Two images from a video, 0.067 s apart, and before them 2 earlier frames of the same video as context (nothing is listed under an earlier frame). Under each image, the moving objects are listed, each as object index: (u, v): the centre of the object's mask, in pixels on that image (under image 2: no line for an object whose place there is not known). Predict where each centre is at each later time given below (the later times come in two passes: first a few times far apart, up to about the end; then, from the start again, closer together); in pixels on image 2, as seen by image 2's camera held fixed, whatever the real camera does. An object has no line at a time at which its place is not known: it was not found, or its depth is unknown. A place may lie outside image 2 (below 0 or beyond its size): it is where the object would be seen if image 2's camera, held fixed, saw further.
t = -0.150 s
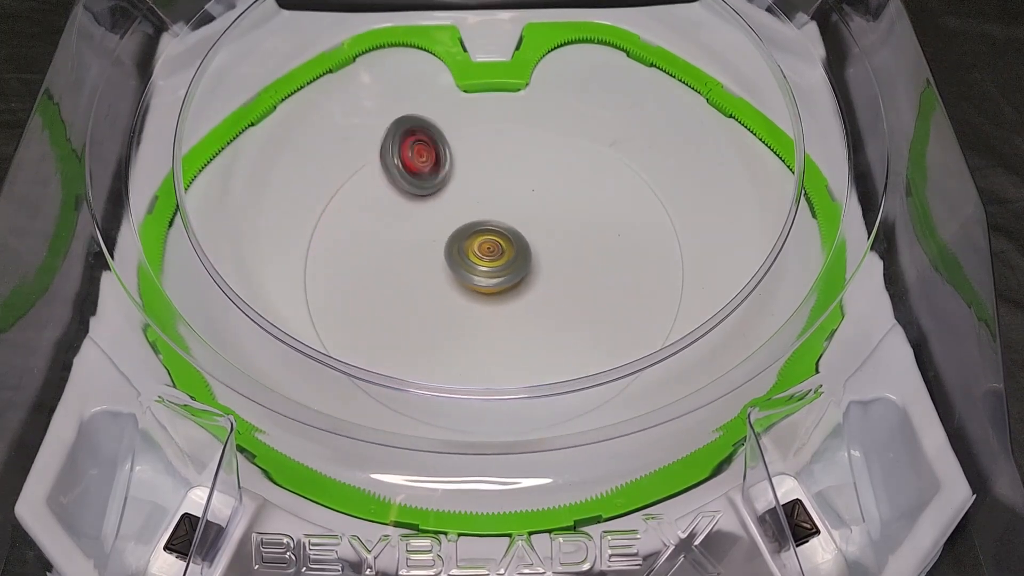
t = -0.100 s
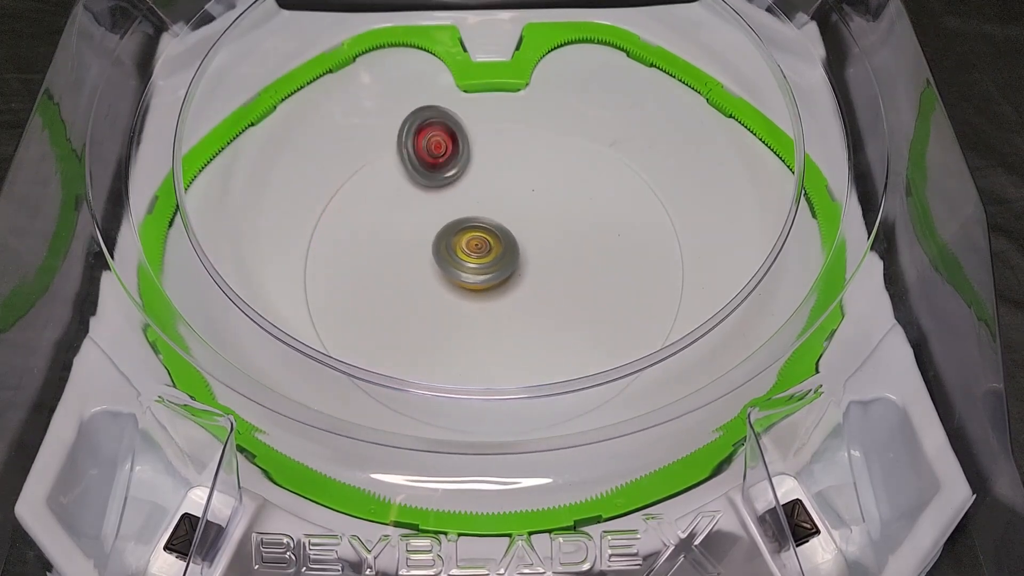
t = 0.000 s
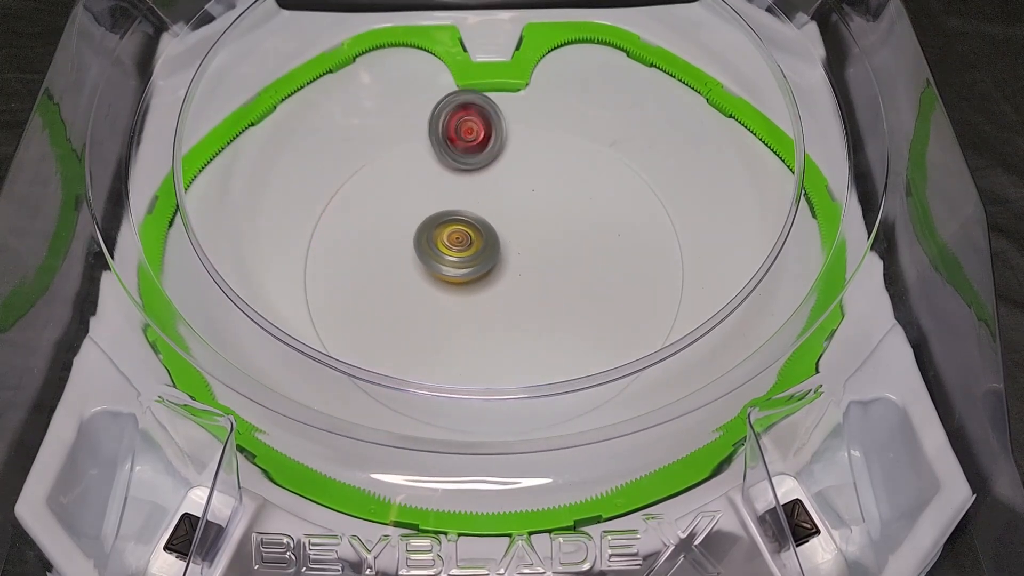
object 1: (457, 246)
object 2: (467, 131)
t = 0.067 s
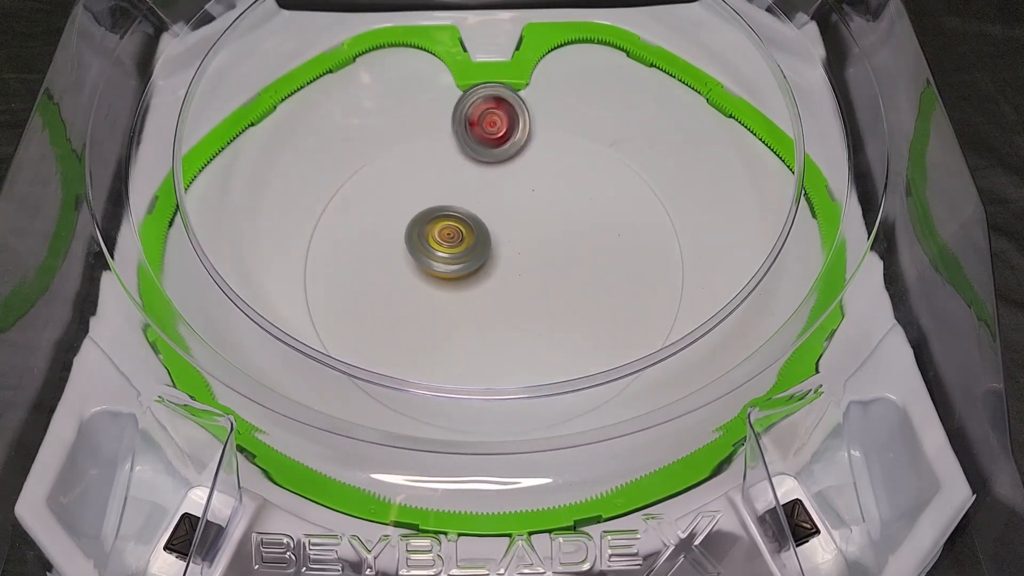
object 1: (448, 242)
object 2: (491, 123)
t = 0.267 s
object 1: (436, 230)
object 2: (572, 126)
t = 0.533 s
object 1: (445, 210)
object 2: (656, 203)
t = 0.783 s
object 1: (461, 201)
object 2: (582, 318)
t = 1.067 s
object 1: (485, 209)
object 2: (441, 327)
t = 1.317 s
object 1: (488, 212)
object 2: (376, 248)
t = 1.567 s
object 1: (501, 233)
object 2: (408, 168)
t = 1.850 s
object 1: (508, 249)
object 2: (513, 145)
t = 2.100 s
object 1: (487, 254)
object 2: (574, 205)
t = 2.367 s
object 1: (466, 255)
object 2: (547, 306)
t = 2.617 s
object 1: (457, 240)
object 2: (432, 335)
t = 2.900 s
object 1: (448, 213)
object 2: (359, 258)
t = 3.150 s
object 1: (455, 209)
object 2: (407, 170)
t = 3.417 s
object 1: (478, 211)
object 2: (533, 153)
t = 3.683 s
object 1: (499, 216)
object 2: (594, 218)
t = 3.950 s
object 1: (515, 227)
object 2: (545, 329)
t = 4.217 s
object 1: (508, 235)
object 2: (399, 339)
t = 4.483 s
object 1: (493, 246)
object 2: (345, 229)
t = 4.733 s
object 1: (475, 250)
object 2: (432, 149)
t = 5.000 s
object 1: (455, 245)
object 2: (586, 139)
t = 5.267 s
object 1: (449, 228)
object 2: (703, 243)
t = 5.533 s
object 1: (460, 219)
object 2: (645, 378)
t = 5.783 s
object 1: (480, 212)
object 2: (474, 369)
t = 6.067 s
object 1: (500, 212)
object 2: (417, 230)
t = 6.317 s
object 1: (512, 222)
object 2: (486, 114)
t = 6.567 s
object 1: (512, 237)
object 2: (580, 127)
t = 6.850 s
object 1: (497, 249)
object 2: (642, 185)
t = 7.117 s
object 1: (474, 254)
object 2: (576, 271)
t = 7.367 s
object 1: (368, 169)
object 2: (472, 367)
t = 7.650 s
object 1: (374, 179)
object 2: (355, 335)
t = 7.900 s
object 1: (486, 164)
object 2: (358, 198)
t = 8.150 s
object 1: (594, 127)
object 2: (405, 90)
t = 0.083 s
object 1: (446, 240)
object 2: (497, 122)
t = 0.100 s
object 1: (445, 239)
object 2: (504, 121)
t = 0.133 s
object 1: (442, 237)
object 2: (517, 119)
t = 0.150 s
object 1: (441, 236)
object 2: (524, 120)
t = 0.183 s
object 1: (439, 234)
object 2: (537, 121)
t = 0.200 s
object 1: (438, 233)
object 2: (544, 121)
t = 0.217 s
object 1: (438, 232)
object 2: (551, 123)
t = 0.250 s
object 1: (437, 230)
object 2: (565, 125)
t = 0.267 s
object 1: (436, 230)
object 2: (572, 126)
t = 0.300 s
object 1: (436, 227)
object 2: (585, 130)
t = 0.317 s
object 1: (436, 226)
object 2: (592, 133)
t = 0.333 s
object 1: (437, 225)
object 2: (598, 135)
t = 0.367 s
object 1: (438, 223)
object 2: (612, 141)
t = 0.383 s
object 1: (439, 222)
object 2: (618, 146)
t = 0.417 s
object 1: (440, 219)
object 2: (630, 156)
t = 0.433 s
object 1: (440, 218)
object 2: (635, 161)
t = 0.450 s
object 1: (441, 216)
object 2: (640, 167)
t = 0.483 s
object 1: (442, 214)
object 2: (648, 181)
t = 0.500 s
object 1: (443, 212)
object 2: (651, 187)
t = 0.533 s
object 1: (445, 210)
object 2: (656, 203)
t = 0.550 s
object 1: (446, 209)
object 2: (658, 211)
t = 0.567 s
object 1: (447, 208)
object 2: (659, 218)
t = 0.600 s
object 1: (449, 206)
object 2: (657, 236)
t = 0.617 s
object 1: (450, 205)
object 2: (653, 246)
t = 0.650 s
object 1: (452, 204)
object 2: (642, 263)
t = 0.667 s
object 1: (453, 203)
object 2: (636, 270)
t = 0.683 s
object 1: (454, 202)
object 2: (629, 279)
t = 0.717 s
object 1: (456, 201)
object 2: (615, 294)
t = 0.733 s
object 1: (457, 201)
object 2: (607, 300)
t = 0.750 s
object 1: (458, 201)
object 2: (599, 307)
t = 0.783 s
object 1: (461, 201)
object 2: (582, 318)
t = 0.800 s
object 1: (462, 201)
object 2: (574, 321)
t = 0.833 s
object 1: (465, 201)
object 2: (558, 328)
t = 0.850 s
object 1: (466, 202)
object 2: (549, 332)
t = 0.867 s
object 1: (467, 203)
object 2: (541, 334)
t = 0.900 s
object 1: (470, 204)
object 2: (525, 338)
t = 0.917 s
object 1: (472, 204)
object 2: (516, 339)
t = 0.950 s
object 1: (475, 206)
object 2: (499, 340)
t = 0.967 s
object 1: (476, 207)
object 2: (491, 339)
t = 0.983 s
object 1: (478, 207)
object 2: (482, 338)
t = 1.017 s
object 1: (481, 209)
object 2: (465, 335)
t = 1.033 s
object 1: (483, 209)
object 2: (457, 333)
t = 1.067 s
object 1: (485, 209)
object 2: (441, 327)
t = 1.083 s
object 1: (486, 210)
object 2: (433, 324)
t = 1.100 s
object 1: (486, 210)
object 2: (426, 320)
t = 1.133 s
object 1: (487, 210)
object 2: (413, 310)
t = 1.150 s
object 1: (488, 210)
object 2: (407, 306)
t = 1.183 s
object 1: (488, 210)
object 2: (397, 295)
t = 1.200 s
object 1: (488, 210)
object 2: (393, 290)
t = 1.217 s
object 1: (488, 210)
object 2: (389, 284)
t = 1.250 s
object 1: (488, 210)
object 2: (383, 272)
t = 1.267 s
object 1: (488, 211)
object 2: (381, 266)
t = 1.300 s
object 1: (488, 212)
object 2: (377, 254)
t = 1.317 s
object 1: (488, 212)
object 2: (376, 248)
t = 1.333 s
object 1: (488, 213)
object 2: (375, 242)
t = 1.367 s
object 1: (489, 216)
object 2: (375, 230)
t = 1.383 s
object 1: (490, 217)
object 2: (376, 224)
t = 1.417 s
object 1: (491, 219)
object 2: (378, 213)
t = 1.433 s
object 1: (492, 221)
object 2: (381, 206)
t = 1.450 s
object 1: (493, 223)
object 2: (383, 201)
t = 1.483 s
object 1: (495, 226)
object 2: (388, 191)
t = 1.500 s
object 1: (496, 227)
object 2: (391, 185)
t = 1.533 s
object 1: (499, 231)
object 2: (399, 176)
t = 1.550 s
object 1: (500, 232)
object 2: (404, 172)
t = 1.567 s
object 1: (501, 233)
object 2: (408, 168)
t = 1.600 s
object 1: (504, 236)
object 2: (418, 160)
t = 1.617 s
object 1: (506, 237)
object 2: (424, 157)
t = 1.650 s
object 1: (508, 239)
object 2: (436, 151)
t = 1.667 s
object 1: (509, 240)
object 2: (442, 149)
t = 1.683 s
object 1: (510, 241)
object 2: (449, 147)
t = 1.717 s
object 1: (511, 243)
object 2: (461, 144)
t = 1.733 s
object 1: (511, 244)
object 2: (468, 143)
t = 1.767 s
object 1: (511, 245)
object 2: (481, 142)
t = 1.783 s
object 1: (510, 246)
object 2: (488, 142)
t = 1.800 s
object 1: (510, 247)
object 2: (494, 142)
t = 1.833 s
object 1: (509, 249)
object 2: (507, 144)
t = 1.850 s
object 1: (508, 249)
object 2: (513, 145)
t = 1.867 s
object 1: (507, 250)
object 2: (519, 147)
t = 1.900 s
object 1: (505, 250)
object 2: (530, 152)
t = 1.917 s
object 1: (504, 251)
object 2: (536, 154)
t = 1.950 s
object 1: (502, 251)
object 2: (545, 160)
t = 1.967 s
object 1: (500, 252)
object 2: (549, 165)
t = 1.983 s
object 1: (499, 252)
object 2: (554, 169)
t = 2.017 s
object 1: (496, 252)
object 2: (561, 178)
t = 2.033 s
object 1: (494, 253)
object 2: (564, 183)
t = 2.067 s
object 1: (490, 253)
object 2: (570, 193)
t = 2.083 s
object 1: (489, 253)
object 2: (572, 198)
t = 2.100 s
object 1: (487, 254)
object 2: (574, 205)
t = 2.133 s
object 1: (483, 254)
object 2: (578, 217)
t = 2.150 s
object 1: (482, 255)
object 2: (579, 223)
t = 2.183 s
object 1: (479, 255)
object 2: (580, 236)
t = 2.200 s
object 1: (477, 255)
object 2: (580, 243)
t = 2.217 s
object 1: (476, 255)
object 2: (579, 250)
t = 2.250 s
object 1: (473, 256)
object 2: (576, 264)
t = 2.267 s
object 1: (472, 256)
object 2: (573, 271)
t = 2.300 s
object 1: (469, 256)
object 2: (566, 284)
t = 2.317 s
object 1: (469, 256)
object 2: (562, 290)
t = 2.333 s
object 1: (468, 256)
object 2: (558, 296)
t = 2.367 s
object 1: (466, 255)
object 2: (547, 306)
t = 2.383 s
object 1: (465, 255)
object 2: (541, 312)
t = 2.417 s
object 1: (464, 254)
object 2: (527, 321)
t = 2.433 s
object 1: (463, 253)
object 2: (520, 324)
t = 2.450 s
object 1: (463, 252)
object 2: (512, 328)
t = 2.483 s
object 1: (461, 250)
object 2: (496, 333)
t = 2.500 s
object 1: (461, 249)
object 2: (489, 334)
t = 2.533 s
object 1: (460, 247)
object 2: (472, 337)
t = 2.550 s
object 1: (459, 246)
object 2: (463, 338)
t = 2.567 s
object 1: (459, 244)
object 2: (455, 337)
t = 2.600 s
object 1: (457, 241)
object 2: (439, 336)
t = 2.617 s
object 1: (457, 240)
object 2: (432, 335)
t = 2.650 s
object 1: (456, 237)
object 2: (418, 331)
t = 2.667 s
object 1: (456, 235)
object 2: (410, 327)
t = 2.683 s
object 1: (455, 234)
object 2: (404, 325)
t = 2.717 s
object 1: (454, 230)
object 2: (393, 317)
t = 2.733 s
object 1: (453, 228)
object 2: (386, 313)
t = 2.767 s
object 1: (452, 225)
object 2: (376, 304)
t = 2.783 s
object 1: (452, 223)
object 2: (373, 298)
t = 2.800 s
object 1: (451, 221)
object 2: (369, 293)
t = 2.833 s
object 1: (450, 218)
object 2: (364, 283)
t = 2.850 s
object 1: (449, 216)
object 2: (362, 276)
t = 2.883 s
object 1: (448, 214)
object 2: (360, 264)
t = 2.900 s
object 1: (448, 213)
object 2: (359, 258)
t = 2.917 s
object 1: (447, 212)
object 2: (360, 252)
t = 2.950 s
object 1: (447, 211)
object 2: (362, 240)
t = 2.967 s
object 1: (447, 210)
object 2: (363, 233)
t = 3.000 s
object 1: (447, 210)
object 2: (368, 221)
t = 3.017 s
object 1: (448, 209)
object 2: (372, 216)
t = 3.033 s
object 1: (448, 209)
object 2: (375, 210)
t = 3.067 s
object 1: (450, 209)
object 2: (382, 199)
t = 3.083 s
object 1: (451, 209)
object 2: (385, 193)
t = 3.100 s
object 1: (451, 209)
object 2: (390, 188)
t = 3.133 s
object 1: (454, 209)
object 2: (401, 176)
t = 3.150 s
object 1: (455, 209)
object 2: (407, 170)
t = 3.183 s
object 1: (458, 209)
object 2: (422, 161)
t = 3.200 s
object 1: (459, 209)
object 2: (430, 156)
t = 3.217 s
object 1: (460, 210)
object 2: (439, 152)
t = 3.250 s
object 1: (463, 210)
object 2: (456, 147)
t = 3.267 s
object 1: (465, 210)
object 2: (465, 147)
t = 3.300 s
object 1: (468, 210)
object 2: (481, 147)
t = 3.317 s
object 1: (469, 210)
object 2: (488, 146)
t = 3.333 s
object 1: (471, 210)
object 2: (496, 147)
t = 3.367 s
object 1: (474, 210)
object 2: (512, 148)
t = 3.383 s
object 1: (475, 211)
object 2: (519, 149)
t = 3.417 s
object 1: (478, 211)
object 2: (533, 153)
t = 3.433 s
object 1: (480, 211)
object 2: (540, 154)
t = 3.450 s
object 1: (481, 211)
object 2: (546, 157)
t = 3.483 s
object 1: (484, 212)
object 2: (557, 162)
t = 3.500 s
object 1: (485, 212)
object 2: (562, 165)
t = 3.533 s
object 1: (488, 212)
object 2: (571, 172)
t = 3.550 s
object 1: (490, 213)
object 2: (575, 177)
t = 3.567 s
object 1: (491, 213)
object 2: (579, 181)
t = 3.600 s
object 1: (493, 213)
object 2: (585, 190)
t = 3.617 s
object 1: (494, 214)
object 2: (587, 195)
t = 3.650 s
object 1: (497, 215)
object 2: (591, 206)
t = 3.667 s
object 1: (498, 215)
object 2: (594, 213)
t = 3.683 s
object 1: (499, 216)
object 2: (594, 218)
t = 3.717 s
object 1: (501, 218)
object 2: (596, 232)
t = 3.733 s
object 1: (502, 218)
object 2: (596, 240)
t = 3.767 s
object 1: (505, 220)
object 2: (595, 254)
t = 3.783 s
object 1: (506, 221)
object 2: (593, 261)
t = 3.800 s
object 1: (507, 221)
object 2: (591, 269)
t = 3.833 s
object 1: (509, 223)
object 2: (585, 284)
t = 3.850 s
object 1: (510, 224)
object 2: (581, 292)
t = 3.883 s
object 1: (512, 225)
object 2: (571, 306)
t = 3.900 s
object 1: (513, 226)
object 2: (565, 311)
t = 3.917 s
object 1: (514, 226)
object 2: (559, 319)
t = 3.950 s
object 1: (515, 227)
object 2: (545, 329)
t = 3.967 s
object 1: (516, 227)
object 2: (536, 334)
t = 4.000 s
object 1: (516, 228)
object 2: (519, 343)
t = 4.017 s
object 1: (516, 229)
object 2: (510, 346)
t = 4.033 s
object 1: (516, 229)
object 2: (500, 349)
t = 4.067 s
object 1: (515, 230)
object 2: (481, 352)
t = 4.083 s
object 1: (515, 230)
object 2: (471, 352)
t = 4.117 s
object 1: (514, 231)
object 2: (452, 352)
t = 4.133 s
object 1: (513, 232)
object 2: (442, 351)
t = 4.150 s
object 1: (512, 232)
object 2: (432, 349)
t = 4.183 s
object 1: (510, 234)
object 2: (414, 345)
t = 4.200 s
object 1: (509, 234)
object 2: (407, 342)
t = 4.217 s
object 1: (508, 235)
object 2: (399, 339)
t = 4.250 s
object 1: (505, 236)
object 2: (385, 331)
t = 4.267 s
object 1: (504, 237)
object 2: (379, 324)
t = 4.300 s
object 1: (503, 239)
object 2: (367, 311)
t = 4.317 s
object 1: (502, 239)
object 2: (361, 305)
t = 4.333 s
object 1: (501, 240)
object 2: (355, 298)
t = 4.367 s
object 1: (500, 242)
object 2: (347, 283)
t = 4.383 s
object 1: (499, 242)
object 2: (344, 274)
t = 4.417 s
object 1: (497, 244)
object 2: (340, 259)
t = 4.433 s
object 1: (496, 244)
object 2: (338, 251)
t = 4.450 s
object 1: (495, 245)
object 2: (340, 244)
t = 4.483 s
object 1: (493, 246)
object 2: (345, 229)
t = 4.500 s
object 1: (492, 246)
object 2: (347, 221)
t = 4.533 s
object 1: (490, 247)
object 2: (354, 208)
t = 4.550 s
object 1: (488, 247)
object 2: (357, 201)
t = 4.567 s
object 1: (487, 248)
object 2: (362, 194)
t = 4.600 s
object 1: (485, 249)
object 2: (372, 182)
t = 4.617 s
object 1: (484, 249)
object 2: (378, 175)
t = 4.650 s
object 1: (482, 250)
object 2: (391, 165)
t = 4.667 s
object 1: (481, 250)
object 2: (398, 160)
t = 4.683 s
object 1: (480, 250)
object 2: (407, 157)
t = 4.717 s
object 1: (477, 250)
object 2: (423, 152)
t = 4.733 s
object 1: (475, 250)
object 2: (432, 149)
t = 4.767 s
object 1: (472, 250)
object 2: (450, 144)
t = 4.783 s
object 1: (471, 250)
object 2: (459, 142)
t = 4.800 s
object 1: (469, 250)
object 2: (468, 140)
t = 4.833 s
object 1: (467, 249)
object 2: (488, 137)
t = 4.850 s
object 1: (466, 249)
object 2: (498, 135)
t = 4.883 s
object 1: (463, 248)
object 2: (517, 133)
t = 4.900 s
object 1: (462, 248)
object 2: (527, 134)
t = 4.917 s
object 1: (461, 248)
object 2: (537, 133)
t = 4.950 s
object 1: (459, 247)
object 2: (557, 135)
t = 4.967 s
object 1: (458, 246)
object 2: (567, 136)
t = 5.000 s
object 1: (455, 245)
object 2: (586, 139)
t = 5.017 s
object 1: (454, 244)
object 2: (596, 142)
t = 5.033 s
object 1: (453, 244)
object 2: (605, 144)
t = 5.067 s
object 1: (451, 242)
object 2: (624, 152)
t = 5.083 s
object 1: (450, 241)
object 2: (633, 155)
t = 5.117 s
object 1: (449, 238)
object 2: (651, 167)
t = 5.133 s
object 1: (448, 237)
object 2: (659, 174)
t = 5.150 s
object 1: (448, 236)
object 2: (667, 181)
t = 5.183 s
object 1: (448, 233)
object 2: (680, 198)
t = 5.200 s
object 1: (448, 232)
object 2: (686, 206)
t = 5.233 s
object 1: (449, 230)
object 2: (696, 224)
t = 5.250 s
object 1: (449, 229)
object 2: (700, 234)
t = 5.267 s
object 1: (449, 228)
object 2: (703, 243)
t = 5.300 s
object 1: (450, 227)
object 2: (707, 263)
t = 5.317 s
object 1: (451, 226)
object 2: (707, 270)
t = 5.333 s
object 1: (451, 225)
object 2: (706, 280)
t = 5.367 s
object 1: (452, 224)
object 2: (705, 299)
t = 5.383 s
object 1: (453, 224)
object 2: (703, 309)
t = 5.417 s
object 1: (454, 222)
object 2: (697, 327)
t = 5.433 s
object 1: (455, 222)
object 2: (691, 335)
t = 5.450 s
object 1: (456, 221)
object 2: (685, 345)
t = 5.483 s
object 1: (458, 220)
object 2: (672, 359)
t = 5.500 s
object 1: (458, 220)
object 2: (664, 366)
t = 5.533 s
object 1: (460, 219)
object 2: (645, 378)
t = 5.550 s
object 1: (461, 219)
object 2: (636, 381)
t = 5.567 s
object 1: (462, 219)
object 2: (626, 386)
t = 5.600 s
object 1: (465, 218)
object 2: (603, 393)
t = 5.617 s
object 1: (466, 217)
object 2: (592, 396)
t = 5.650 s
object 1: (468, 216)
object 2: (569, 402)
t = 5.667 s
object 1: (469, 215)
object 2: (557, 402)
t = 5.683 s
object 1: (471, 215)
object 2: (544, 401)
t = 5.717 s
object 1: (474, 214)
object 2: (519, 399)
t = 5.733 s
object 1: (475, 213)
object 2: (506, 389)
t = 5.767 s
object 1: (479, 212)
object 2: (484, 384)
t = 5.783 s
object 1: (480, 212)
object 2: (474, 369)
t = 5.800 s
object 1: (482, 212)
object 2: (468, 365)
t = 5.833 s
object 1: (485, 211)
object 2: (455, 358)
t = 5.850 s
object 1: (486, 211)
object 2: (447, 353)
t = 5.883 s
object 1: (489, 210)
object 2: (435, 337)
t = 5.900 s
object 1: (490, 210)
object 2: (430, 328)
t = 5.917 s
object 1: (491, 210)
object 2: (425, 319)
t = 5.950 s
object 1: (493, 210)
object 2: (419, 300)
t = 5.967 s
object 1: (494, 211)
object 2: (416, 290)
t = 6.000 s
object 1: (496, 211)
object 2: (414, 271)
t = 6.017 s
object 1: (497, 211)
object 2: (413, 260)
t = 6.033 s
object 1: (498, 211)
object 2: (414, 250)
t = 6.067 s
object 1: (500, 212)
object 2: (417, 230)
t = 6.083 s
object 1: (501, 212)
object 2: (418, 222)
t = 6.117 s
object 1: (503, 213)
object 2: (425, 202)
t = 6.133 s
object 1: (504, 214)
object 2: (429, 194)
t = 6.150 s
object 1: (505, 215)
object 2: (433, 185)
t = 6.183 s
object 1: (507, 216)
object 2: (442, 168)
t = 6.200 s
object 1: (508, 217)
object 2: (447, 161)
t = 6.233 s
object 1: (509, 218)
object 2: (457, 145)
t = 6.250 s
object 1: (510, 219)
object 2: (462, 138)
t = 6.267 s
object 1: (511, 220)
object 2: (468, 132)
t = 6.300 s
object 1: (511, 221)
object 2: (480, 121)
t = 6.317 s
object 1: (512, 222)
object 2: (486, 114)
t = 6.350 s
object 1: (512, 224)
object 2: (499, 105)
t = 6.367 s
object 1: (511, 225)
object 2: (506, 101)
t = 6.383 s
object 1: (511, 226)
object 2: (512, 98)
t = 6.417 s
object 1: (511, 227)
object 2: (524, 99)
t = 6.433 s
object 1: (511, 228)
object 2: (530, 100)
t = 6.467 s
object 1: (511, 230)
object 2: (542, 107)
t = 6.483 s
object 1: (512, 231)
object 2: (550, 108)
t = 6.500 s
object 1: (512, 232)
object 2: (556, 112)
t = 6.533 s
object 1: (513, 235)
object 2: (568, 118)
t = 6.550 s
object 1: (512, 236)
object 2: (574, 123)
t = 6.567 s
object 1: (512, 237)
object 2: (580, 127)
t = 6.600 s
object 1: (511, 239)
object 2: (590, 136)
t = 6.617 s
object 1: (511, 240)
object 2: (594, 140)
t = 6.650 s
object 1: (510, 242)
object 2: (602, 146)
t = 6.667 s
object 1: (509, 243)
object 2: (605, 149)
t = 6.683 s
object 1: (508, 244)
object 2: (609, 150)
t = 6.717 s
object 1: (506, 245)
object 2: (615, 157)
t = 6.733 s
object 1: (505, 246)
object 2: (619, 159)
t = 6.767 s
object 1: (503, 247)
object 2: (626, 165)
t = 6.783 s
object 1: (502, 248)
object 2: (629, 168)
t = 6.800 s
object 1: (500, 249)
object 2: (633, 172)
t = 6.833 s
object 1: (498, 249)
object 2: (639, 179)
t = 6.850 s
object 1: (497, 249)
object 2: (642, 185)
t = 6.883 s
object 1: (494, 251)
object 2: (646, 195)
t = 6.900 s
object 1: (493, 251)
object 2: (648, 201)
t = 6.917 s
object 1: (491, 251)
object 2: (648, 206)
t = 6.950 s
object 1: (488, 251)
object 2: (643, 220)
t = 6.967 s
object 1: (487, 252)
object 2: (638, 226)
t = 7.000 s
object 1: (484, 253)
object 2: (628, 238)
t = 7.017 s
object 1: (482, 253)
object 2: (622, 243)
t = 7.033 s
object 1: (481, 254)
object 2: (616, 248)
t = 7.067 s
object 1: (478, 254)
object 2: (602, 258)
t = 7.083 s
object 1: (476, 254)
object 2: (594, 263)
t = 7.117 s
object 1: (474, 254)
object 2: (576, 271)
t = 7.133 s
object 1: (472, 254)
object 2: (567, 275)
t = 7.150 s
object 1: (471, 254)
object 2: (556, 278)
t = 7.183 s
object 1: (451, 239)
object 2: (549, 296)
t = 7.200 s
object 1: (439, 229)
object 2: (549, 308)
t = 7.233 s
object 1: (419, 211)
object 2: (541, 327)
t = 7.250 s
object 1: (410, 202)
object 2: (534, 341)
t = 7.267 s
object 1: (402, 194)
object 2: (528, 349)
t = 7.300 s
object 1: (390, 183)
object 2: (510, 358)
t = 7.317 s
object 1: (384, 177)
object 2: (500, 362)
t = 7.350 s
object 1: (373, 171)
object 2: (480, 369)
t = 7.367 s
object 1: (368, 169)
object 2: (472, 367)
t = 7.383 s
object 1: (364, 167)
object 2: (459, 376)
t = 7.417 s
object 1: (356, 164)
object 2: (441, 386)
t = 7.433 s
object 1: (353, 163)
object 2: (425, 397)
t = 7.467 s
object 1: (348, 161)
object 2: (402, 409)
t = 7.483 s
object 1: (349, 164)
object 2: (394, 401)
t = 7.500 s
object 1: (351, 165)
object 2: (386, 398)
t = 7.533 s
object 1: (355, 169)
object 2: (372, 391)
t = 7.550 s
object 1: (357, 170)
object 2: (366, 386)
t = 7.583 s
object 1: (362, 174)
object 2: (359, 368)
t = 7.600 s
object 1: (364, 175)
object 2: (358, 360)
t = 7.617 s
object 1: (368, 176)
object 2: (359, 343)
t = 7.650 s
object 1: (374, 179)
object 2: (355, 335)
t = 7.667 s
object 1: (377, 180)
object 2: (355, 328)
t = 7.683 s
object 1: (380, 181)
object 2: (356, 318)
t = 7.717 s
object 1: (387, 182)
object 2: (359, 302)
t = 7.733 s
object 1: (391, 182)
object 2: (361, 291)
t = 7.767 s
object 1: (399, 182)
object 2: (367, 272)
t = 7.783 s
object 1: (403, 183)
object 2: (373, 256)
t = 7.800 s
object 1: (409, 182)
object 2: (371, 250)
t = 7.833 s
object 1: (430, 177)
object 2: (373, 234)
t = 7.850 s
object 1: (444, 173)
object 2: (364, 223)
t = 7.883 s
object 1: (473, 167)
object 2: (360, 203)
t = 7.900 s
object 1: (486, 164)
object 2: (358, 198)
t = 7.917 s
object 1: (499, 162)
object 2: (357, 187)
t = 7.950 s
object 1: (520, 156)
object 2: (361, 163)
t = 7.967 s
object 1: (529, 154)
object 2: (360, 156)
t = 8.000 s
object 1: (545, 149)
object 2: (366, 142)
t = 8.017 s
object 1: (552, 145)
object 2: (369, 134)
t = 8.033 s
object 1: (558, 142)
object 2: (373, 129)
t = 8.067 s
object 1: (571, 136)
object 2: (382, 118)
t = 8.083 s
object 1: (576, 134)
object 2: (387, 111)
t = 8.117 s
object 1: (585, 130)
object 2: (395, 100)
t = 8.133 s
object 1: (590, 128)
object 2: (400, 95)
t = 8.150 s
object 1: (594, 127)
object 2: (405, 90)
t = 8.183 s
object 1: (603, 125)
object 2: (415, 80)
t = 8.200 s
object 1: (609, 123)
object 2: (420, 75)
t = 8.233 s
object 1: (619, 122)
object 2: (421, 69)
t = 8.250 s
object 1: (625, 122)
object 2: (420, 68)
